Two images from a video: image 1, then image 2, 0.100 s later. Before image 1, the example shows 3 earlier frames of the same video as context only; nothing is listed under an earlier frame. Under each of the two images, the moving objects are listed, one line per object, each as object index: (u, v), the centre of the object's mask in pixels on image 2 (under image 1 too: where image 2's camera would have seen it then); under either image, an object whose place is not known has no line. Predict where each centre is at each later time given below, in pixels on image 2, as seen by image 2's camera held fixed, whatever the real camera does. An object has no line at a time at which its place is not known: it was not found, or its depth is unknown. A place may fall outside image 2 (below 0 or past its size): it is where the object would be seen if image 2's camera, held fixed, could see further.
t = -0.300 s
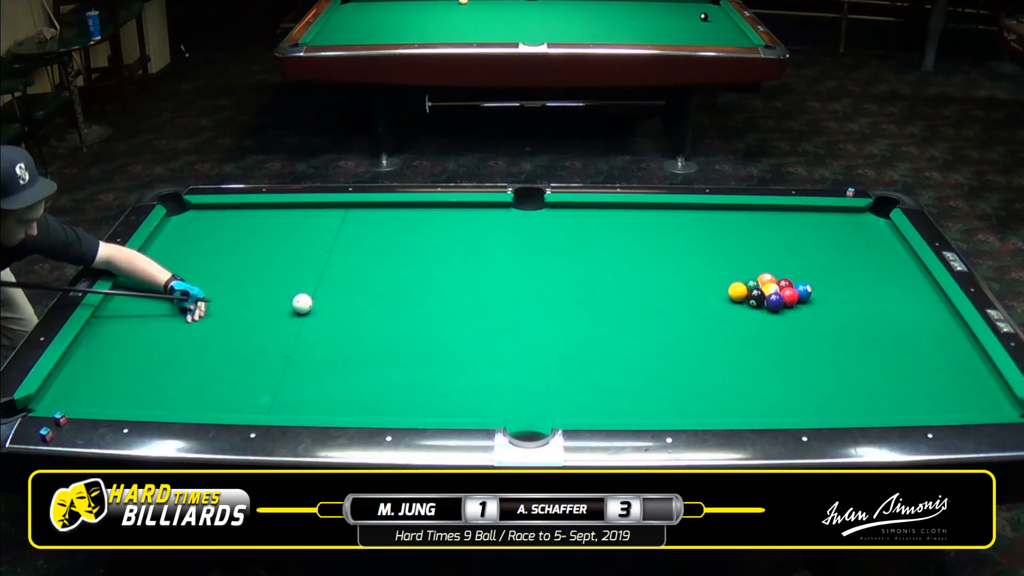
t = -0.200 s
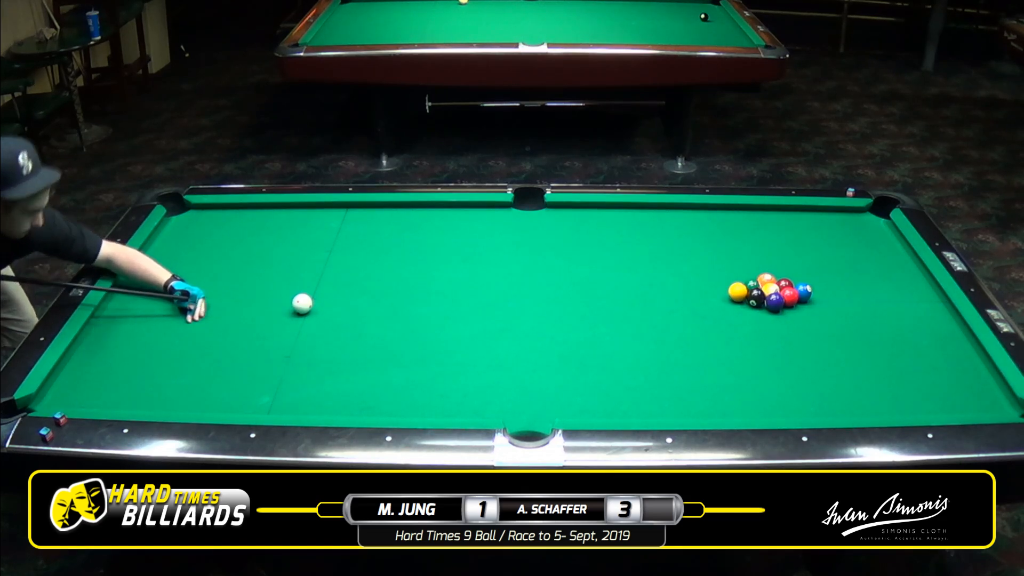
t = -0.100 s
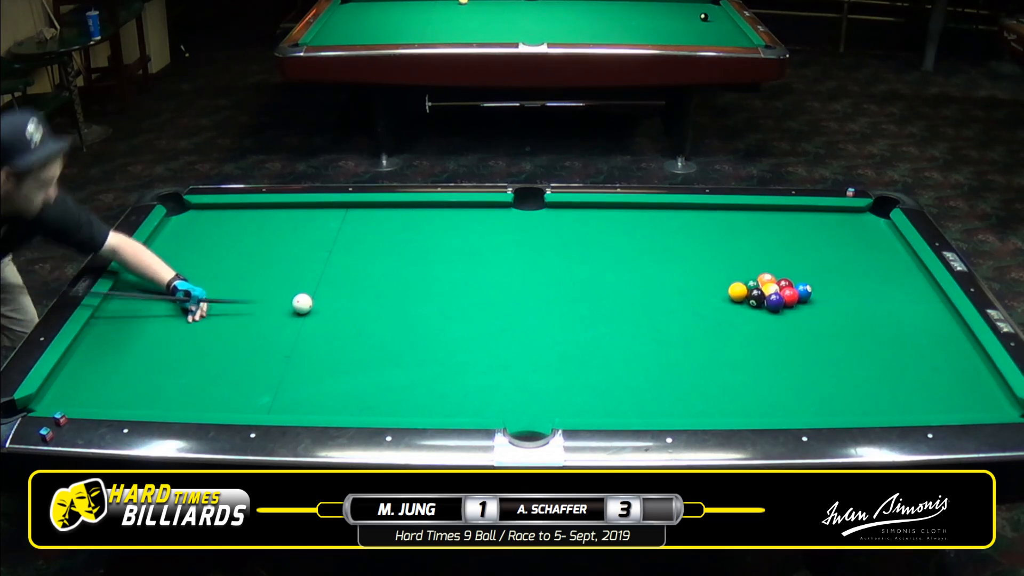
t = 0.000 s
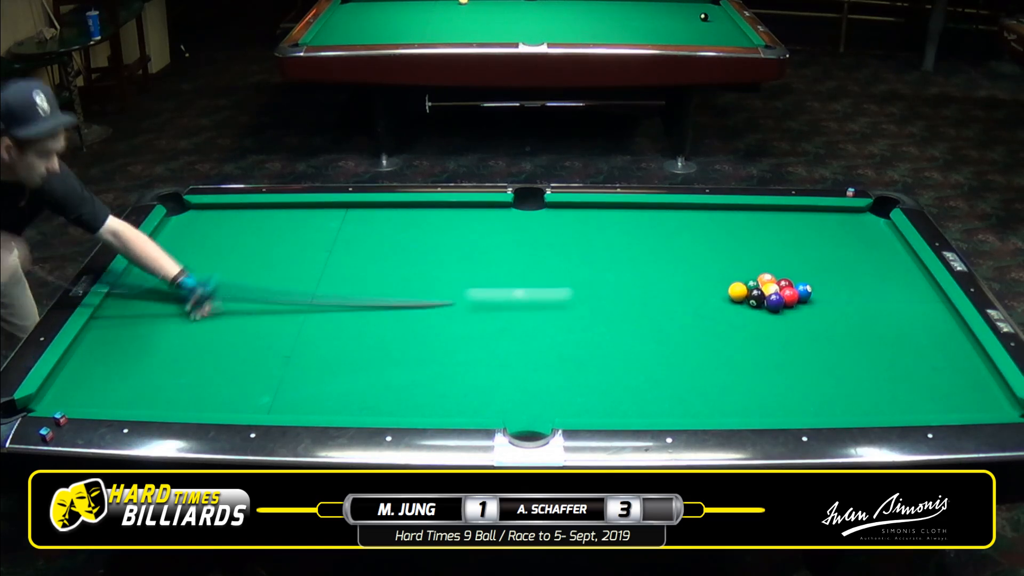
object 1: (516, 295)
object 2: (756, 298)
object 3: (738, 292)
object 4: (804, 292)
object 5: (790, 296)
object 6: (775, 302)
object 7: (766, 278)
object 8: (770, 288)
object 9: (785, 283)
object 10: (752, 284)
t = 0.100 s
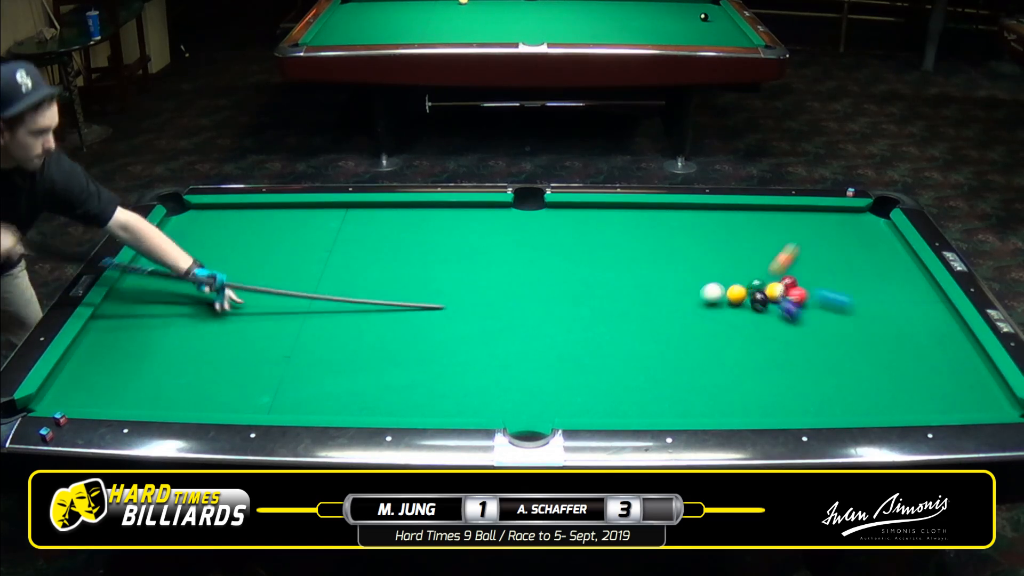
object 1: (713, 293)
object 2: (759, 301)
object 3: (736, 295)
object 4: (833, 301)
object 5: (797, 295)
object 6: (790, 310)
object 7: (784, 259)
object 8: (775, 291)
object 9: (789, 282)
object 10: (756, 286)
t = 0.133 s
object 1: (704, 296)
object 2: (762, 304)
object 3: (733, 300)
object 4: (866, 309)
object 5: (805, 296)
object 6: (804, 319)
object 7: (801, 237)
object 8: (779, 292)
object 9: (793, 281)
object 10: (760, 286)
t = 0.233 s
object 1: (683, 308)
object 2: (771, 314)
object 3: (723, 311)
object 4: (957, 334)
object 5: (826, 296)
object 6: (846, 345)
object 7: (853, 225)
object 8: (792, 291)
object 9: (802, 276)
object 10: (770, 285)
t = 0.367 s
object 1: (671, 320)
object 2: (782, 326)
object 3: (707, 327)
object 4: (929, 352)
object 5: (852, 296)
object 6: (898, 376)
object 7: (924, 277)
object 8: (807, 291)
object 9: (813, 268)
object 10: (784, 282)
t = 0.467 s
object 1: (675, 328)
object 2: (791, 335)
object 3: (695, 339)
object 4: (896, 364)
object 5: (870, 296)
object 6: (938, 402)
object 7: (924, 312)
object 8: (818, 290)
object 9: (821, 262)
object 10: (794, 281)
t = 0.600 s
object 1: (700, 337)
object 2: (803, 348)
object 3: (678, 357)
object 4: (848, 381)
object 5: (895, 296)
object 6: (956, 396)
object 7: (924, 362)
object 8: (832, 290)
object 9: (832, 254)
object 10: (807, 277)
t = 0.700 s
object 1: (732, 344)
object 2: (812, 358)
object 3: (665, 371)
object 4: (809, 395)
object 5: (912, 296)
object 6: (959, 382)
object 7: (922, 404)
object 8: (843, 289)
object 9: (839, 249)
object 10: (815, 276)
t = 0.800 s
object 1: (774, 349)
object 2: (821, 368)
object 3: (652, 384)
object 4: (768, 408)
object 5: (929, 296)
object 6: (962, 368)
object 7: (868, 386)
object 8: (853, 289)
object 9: (847, 244)
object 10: (823, 274)
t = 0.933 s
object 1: (837, 355)
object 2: (772, 365)
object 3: (632, 404)
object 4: (710, 406)
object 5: (932, 296)
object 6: (966, 351)
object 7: (855, 371)
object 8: (865, 289)
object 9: (856, 238)
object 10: (834, 271)
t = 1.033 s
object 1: (874, 351)
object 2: (728, 361)
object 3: (616, 411)
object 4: (668, 399)
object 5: (920, 296)
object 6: (968, 340)
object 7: (865, 373)
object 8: (875, 288)
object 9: (862, 233)
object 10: (841, 270)
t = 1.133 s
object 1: (909, 345)
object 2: (689, 358)
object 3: (597, 403)
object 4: (625, 391)
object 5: (909, 296)
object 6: (957, 329)
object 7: (873, 376)
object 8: (883, 288)
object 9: (868, 228)
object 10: (849, 268)
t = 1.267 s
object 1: (951, 338)
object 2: (639, 356)
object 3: (572, 392)
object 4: (568, 374)
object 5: (900, 298)
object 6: (938, 317)
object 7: (884, 379)
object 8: (889, 285)
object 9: (876, 222)
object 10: (857, 266)
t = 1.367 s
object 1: (954, 331)
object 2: (602, 353)
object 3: (555, 385)
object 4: (530, 369)
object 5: (895, 302)
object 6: (926, 308)
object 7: (891, 381)
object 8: (892, 282)
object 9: (881, 218)
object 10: (865, 264)
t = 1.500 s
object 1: (919, 320)
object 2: (551, 349)
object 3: (532, 376)
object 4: (480, 356)
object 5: (890, 306)
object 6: (909, 296)
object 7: (900, 384)
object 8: (894, 279)
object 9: (878, 214)
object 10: (872, 263)
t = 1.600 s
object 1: (902, 314)
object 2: (515, 346)
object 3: (515, 370)
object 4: (443, 347)
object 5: (879, 306)
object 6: (897, 289)
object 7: (907, 386)
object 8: (896, 274)
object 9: (872, 211)
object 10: (878, 261)
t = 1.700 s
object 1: (895, 313)
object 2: (479, 344)
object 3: (500, 364)
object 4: (410, 338)
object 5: (859, 302)
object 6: (886, 281)
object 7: (914, 388)
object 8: (898, 272)
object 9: (871, 211)
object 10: (884, 260)
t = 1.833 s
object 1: (885, 311)
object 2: (433, 340)
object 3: (479, 356)
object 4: (366, 327)
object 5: (834, 298)
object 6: (872, 270)
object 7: (922, 391)
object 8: (900, 270)
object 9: (872, 213)
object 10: (890, 257)
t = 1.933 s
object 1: (878, 310)
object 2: (399, 338)
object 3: (465, 351)
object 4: (335, 319)
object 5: (815, 295)
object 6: (861, 264)
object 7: (928, 393)
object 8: (901, 267)
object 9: (873, 215)
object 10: (895, 254)
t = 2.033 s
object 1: (872, 308)
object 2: (366, 335)
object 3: (451, 345)
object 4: (305, 311)
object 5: (797, 292)
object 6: (851, 257)
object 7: (933, 395)
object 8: (902, 265)
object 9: (874, 217)
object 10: (900, 252)
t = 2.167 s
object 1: (863, 307)
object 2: (322, 332)
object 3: (433, 338)
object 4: (268, 301)
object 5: (774, 288)
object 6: (838, 248)
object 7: (940, 397)
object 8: (903, 262)
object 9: (875, 219)
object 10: (908, 251)
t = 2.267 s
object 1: (857, 306)
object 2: (290, 330)
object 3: (421, 333)
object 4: (241, 294)
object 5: (756, 285)
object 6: (829, 242)
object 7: (944, 398)
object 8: (904, 260)
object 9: (875, 220)
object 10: (908, 249)
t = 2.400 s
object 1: (850, 305)
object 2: (250, 326)
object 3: (404, 327)
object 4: (208, 285)
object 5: (733, 281)
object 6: (817, 234)
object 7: (950, 401)
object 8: (906, 258)
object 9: (876, 221)
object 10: (900, 247)
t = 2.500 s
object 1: (845, 304)
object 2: (221, 324)
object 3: (393, 322)
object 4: (185, 278)
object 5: (717, 279)
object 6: (809, 228)
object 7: (954, 402)
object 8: (907, 257)
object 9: (876, 223)
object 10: (897, 247)
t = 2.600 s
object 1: (840, 303)
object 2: (194, 322)
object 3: (382, 318)
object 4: (163, 272)
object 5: (701, 276)
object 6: (800, 223)
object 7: (958, 403)
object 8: (907, 257)
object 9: (876, 224)
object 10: (897, 247)
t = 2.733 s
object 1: (834, 301)
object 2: (158, 318)
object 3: (367, 313)
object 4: (136, 264)
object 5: (679, 273)
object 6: (790, 216)
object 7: (963, 404)
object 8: (908, 256)
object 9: (877, 225)
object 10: (893, 246)
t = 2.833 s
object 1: (829, 301)
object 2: (133, 316)
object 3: (357, 309)
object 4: (156, 258)
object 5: (664, 270)
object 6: (782, 211)
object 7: (967, 405)
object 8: (909, 256)
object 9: (877, 226)
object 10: (891, 245)
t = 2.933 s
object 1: (825, 300)
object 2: (109, 314)
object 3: (347, 305)
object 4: (175, 252)
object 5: (649, 268)
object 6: (778, 211)
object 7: (970, 405)
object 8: (909, 256)
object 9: (877, 227)
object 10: (888, 244)
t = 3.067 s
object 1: (820, 299)
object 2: (118, 312)
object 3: (335, 300)
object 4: (199, 245)
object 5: (630, 264)
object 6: (775, 215)
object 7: (975, 406)
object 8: (910, 255)
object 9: (877, 227)
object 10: (884, 242)
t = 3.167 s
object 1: (816, 298)
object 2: (136, 311)
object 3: (325, 296)
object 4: (218, 239)
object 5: (615, 262)
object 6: (773, 218)
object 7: (976, 406)
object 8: (910, 255)
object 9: (877, 227)
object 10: (882, 241)
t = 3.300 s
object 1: (812, 297)
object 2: (159, 310)
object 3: (314, 292)
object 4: (241, 233)
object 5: (596, 259)
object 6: (770, 222)
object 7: (976, 405)
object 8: (910, 255)
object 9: (877, 226)
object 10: (880, 239)
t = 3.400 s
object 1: (810, 297)
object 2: (176, 309)
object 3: (306, 289)
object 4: (258, 228)
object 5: (584, 257)
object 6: (768, 225)
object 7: (976, 405)
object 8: (910, 255)
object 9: (877, 226)
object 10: (878, 239)
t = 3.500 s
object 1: (807, 296)
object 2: (192, 308)
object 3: (298, 286)
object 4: (275, 223)
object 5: (570, 255)
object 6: (765, 228)
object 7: (975, 405)
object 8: (910, 255)
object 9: (878, 226)
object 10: (877, 238)
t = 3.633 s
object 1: (804, 296)
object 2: (214, 307)
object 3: (288, 282)
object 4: (296, 216)
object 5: (553, 252)
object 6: (762, 232)
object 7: (976, 405)
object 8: (910, 255)
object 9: (878, 226)
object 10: (875, 237)
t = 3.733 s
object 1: (802, 295)
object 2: (231, 306)
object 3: (281, 279)
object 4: (311, 212)
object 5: (541, 250)
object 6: (760, 235)
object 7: (976, 405)
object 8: (910, 255)
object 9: (879, 227)
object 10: (874, 237)
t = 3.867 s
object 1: (800, 295)
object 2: (253, 304)
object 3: (272, 276)
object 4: (331, 207)
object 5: (526, 248)
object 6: (758, 238)
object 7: (976, 406)
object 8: (910, 255)
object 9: (879, 227)
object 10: (873, 236)
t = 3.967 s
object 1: (799, 295)
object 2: (268, 303)
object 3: (266, 273)
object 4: (341, 208)
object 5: (514, 246)
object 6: (756, 241)
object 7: (976, 405)
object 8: (910, 255)
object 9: (879, 227)
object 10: (873, 236)
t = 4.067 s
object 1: (798, 294)
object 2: (284, 302)
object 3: (260, 271)
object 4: (350, 210)
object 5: (503, 245)
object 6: (754, 243)
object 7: (976, 406)
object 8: (910, 255)
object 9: (879, 227)
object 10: (873, 236)
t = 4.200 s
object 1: (797, 294)
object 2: (304, 301)
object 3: (252, 268)
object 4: (360, 214)
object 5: (489, 242)
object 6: (751, 247)
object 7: (976, 405)
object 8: (910, 255)
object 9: (879, 227)
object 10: (873, 236)
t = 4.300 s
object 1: (796, 294)
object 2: (319, 300)
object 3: (246, 266)
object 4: (370, 217)
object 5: (479, 241)
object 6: (750, 249)
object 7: (976, 405)
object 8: (910, 255)
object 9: (879, 227)
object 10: (873, 236)
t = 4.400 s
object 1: (796, 294)
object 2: (333, 299)
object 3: (241, 264)
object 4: (377, 219)
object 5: (469, 239)
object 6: (748, 252)
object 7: (976, 405)
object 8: (910, 255)
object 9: (879, 227)
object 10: (872, 236)
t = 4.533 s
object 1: (796, 294)
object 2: (352, 298)
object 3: (234, 261)
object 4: (389, 223)
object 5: (457, 237)
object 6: (746, 255)
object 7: (976, 405)
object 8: (910, 255)
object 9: (879, 227)
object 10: (873, 236)
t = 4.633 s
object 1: (796, 294)
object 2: (366, 297)
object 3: (230, 259)
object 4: (397, 225)
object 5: (447, 236)
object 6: (745, 257)
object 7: (976, 405)
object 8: (910, 255)
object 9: (879, 227)
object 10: (873, 236)
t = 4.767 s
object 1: (796, 294)
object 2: (384, 296)
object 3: (224, 257)
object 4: (407, 228)
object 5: (436, 234)
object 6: (743, 260)
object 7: (976, 405)
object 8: (910, 255)
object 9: (879, 227)
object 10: (872, 236)
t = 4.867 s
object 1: (796, 294)
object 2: (397, 295)
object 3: (219, 255)
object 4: (411, 230)
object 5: (431, 233)
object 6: (741, 262)
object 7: (976, 405)
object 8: (910, 255)
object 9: (879, 227)
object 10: (872, 236)
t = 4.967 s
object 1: (796, 294)
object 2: (410, 294)
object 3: (215, 254)
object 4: (408, 230)
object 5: (435, 234)
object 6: (740, 264)
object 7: (976, 405)
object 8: (910, 255)
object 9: (879, 227)
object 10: (872, 236)
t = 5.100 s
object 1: (796, 294)
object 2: (425, 293)
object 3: (210, 252)
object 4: (403, 230)
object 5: (439, 235)
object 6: (739, 266)
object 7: (976, 405)
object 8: (910, 255)
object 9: (879, 227)
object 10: (873, 236)
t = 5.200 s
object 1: (796, 294)
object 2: (438, 292)
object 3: (206, 251)
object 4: (399, 230)
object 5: (442, 235)
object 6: (738, 268)
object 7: (976, 405)
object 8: (910, 255)
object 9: (879, 227)
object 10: (873, 236)
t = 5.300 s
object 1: (796, 294)
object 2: (449, 292)
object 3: (203, 250)
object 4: (396, 230)
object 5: (445, 236)
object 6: (737, 269)
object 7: (976, 405)
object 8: (910, 255)
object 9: (879, 227)
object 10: (873, 236)
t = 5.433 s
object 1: (796, 294)
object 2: (463, 290)
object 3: (199, 248)
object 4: (392, 230)
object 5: (448, 237)
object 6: (736, 271)
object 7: (976, 405)
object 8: (910, 255)
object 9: (879, 227)
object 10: (873, 236)
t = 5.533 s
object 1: (796, 294)
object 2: (474, 290)
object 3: (196, 247)
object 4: (390, 230)
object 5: (450, 237)
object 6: (735, 273)
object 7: (976, 405)
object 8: (910, 255)
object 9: (879, 227)
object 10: (873, 236)
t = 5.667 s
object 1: (796, 294)
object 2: (488, 289)
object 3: (193, 245)
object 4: (386, 230)
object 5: (453, 238)
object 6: (734, 274)
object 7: (976, 405)
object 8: (910, 255)
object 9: (879, 227)
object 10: (873, 236)
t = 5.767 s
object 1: (796, 294)
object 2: (498, 288)
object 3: (191, 244)
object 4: (384, 230)
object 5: (455, 238)
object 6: (733, 275)
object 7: (976, 405)
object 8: (910, 255)
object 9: (879, 227)
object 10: (873, 236)
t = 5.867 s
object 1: (796, 294)
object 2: (508, 288)
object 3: (188, 243)
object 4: (382, 231)
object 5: (455, 239)
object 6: (733, 276)
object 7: (976, 405)
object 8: (910, 255)
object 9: (879, 227)
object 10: (873, 236)
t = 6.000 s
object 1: (796, 294)
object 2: (520, 287)
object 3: (186, 243)
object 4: (379, 231)
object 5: (457, 240)
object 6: (732, 278)
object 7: (976, 405)
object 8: (910, 255)
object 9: (879, 227)
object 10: (873, 236)
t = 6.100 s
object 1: (796, 294)
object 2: (529, 286)
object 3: (184, 242)
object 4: (379, 231)
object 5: (458, 240)
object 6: (732, 278)
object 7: (976, 405)
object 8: (910, 255)
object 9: (879, 227)
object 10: (872, 236)
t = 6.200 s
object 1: (796, 294)
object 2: (537, 285)
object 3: (182, 241)
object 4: (378, 231)
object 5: (458, 240)
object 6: (731, 279)
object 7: (976, 405)
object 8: (910, 255)
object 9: (879, 227)
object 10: (872, 236)
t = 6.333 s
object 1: (796, 294)
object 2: (548, 285)
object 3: (180, 240)
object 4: (377, 230)
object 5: (459, 241)
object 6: (730, 280)
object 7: (976, 405)
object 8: (910, 255)
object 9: (879, 227)
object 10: (873, 236)
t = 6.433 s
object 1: (796, 294)
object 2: (556, 284)
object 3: (179, 240)
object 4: (376, 230)
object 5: (459, 241)
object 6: (730, 280)
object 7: (976, 406)
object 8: (910, 255)
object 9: (879, 227)
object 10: (872, 236)
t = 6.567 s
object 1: (796, 294)
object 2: (566, 284)
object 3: (178, 239)
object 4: (376, 230)
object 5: (459, 241)
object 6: (730, 280)
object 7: (976, 406)
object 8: (910, 255)
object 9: (879, 227)
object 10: (873, 236)
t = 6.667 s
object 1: (796, 294)
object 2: (573, 284)
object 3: (177, 239)
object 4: (376, 230)
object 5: (459, 241)
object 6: (730, 280)
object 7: (976, 406)
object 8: (910, 255)
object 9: (879, 227)
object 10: (873, 236)
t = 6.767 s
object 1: (796, 294)
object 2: (579, 283)
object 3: (176, 239)
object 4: (376, 230)
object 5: (459, 241)
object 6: (730, 280)
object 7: (976, 405)
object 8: (910, 255)
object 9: (879, 227)
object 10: (872, 236)
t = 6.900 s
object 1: (796, 294)
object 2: (588, 282)
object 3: (176, 238)
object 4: (377, 230)
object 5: (461, 240)
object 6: (730, 280)
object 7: (976, 405)
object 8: (911, 255)
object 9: (879, 227)
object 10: (873, 236)
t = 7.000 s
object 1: (796, 294)
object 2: (594, 282)
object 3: (175, 238)
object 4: (376, 230)
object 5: (460, 240)
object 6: (730, 280)
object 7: (976, 405)
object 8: (910, 255)
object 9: (879, 227)
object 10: (873, 236)
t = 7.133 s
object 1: (796, 294)
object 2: (601, 282)
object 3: (175, 238)
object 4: (376, 230)
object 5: (459, 241)
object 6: (730, 280)
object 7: (976, 405)
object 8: (910, 255)
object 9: (879, 227)
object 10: (873, 236)
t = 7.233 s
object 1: (796, 294)
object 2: (606, 281)
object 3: (175, 238)
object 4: (376, 230)
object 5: (459, 241)
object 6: (730, 280)
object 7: (976, 405)
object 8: (910, 255)
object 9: (879, 227)
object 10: (873, 236)
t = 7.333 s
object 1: (796, 294)
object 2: (611, 281)
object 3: (175, 238)
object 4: (376, 230)
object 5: (459, 241)
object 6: (730, 280)
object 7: (976, 405)
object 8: (910, 255)
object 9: (879, 227)
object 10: (873, 236)
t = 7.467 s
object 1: (796, 294)
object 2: (618, 280)
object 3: (175, 238)
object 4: (376, 230)
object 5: (459, 241)
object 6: (730, 280)
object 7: (976, 405)
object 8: (910, 255)
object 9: (879, 227)
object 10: (872, 236)
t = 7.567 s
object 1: (796, 294)
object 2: (622, 280)
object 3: (175, 238)
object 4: (376, 230)
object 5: (459, 241)
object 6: (730, 280)
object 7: (976, 405)
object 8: (910, 255)
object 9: (879, 227)
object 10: (873, 236)
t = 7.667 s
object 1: (796, 294)
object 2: (626, 280)
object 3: (175, 238)
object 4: (376, 230)
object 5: (459, 241)
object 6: (730, 280)
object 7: (976, 405)
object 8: (910, 255)
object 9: (879, 227)
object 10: (873, 236)
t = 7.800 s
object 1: (796, 294)
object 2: (631, 280)
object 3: (175, 238)
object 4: (376, 230)
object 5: (459, 241)
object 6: (730, 280)
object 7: (976, 406)
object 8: (910, 255)
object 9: (879, 227)
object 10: (873, 236)
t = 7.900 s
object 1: (796, 294)
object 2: (634, 280)
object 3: (175, 238)
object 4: (376, 230)
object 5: (459, 241)
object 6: (730, 280)
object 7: (976, 405)
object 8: (910, 255)
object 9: (879, 227)
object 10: (873, 236)
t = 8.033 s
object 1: (796, 294)
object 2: (638, 280)
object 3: (175, 238)
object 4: (376, 230)
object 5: (459, 241)
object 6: (730, 280)
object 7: (976, 405)
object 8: (910, 255)
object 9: (879, 227)
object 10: (873, 236)
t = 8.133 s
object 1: (796, 294)
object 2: (640, 279)
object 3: (175, 238)
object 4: (376, 230)
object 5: (459, 241)
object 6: (730, 280)
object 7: (976, 405)
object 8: (910, 255)
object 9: (879, 227)
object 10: (873, 236)
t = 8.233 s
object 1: (796, 294)
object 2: (642, 279)
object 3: (175, 238)
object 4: (376, 230)
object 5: (459, 241)
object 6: (730, 280)
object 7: (976, 405)
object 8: (910, 255)
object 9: (879, 227)
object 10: (873, 236)
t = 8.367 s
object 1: (796, 294)
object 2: (645, 279)
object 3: (175, 238)
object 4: (376, 230)
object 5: (459, 241)
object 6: (730, 280)
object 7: (976, 405)
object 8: (910, 255)
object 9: (879, 227)
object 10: (873, 236)
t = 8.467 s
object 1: (796, 294)
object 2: (647, 279)
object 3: (175, 238)
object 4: (376, 230)
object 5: (459, 241)
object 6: (730, 280)
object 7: (976, 405)
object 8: (910, 255)
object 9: (879, 227)
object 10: (873, 236)
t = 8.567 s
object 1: (796, 294)
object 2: (648, 279)
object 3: (175, 238)
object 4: (376, 230)
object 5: (459, 241)
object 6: (730, 280)
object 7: (976, 405)
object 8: (910, 255)
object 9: (879, 227)
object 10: (873, 236)
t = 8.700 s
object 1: (796, 294)
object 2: (649, 279)
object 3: (175, 238)
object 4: (377, 230)
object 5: (459, 241)
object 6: (730, 280)
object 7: (976, 405)
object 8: (910, 255)
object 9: (879, 227)
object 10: (873, 236)
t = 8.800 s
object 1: (796, 294)
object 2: (650, 279)
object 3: (175, 238)
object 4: (377, 230)
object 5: (459, 241)
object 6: (730, 280)
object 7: (976, 405)
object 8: (910, 255)
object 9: (879, 227)
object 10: (873, 236)
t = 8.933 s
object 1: (796, 294)
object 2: (650, 279)
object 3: (175, 238)
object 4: (376, 230)
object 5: (459, 241)
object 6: (730, 280)
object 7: (976, 405)
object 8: (910, 255)
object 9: (879, 227)
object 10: (873, 236)
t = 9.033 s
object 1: (796, 294)
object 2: (650, 279)
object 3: (175, 238)
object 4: (376, 230)
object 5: (459, 241)
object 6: (730, 280)
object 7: (976, 405)
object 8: (910, 255)
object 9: (879, 227)
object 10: (873, 236)
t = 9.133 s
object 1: (796, 294)
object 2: (650, 279)
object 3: (175, 238)
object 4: (377, 230)
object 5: (459, 241)
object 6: (730, 280)
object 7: (976, 405)
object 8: (910, 255)
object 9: (879, 227)
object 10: (873, 236)
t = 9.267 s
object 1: (796, 294)
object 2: (649, 279)
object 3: (175, 238)
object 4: (376, 230)
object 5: (459, 241)
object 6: (730, 280)
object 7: (976, 405)
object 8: (910, 255)
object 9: (879, 227)
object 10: (873, 236)
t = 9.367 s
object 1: (796, 294)
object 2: (649, 279)
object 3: (175, 238)
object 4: (377, 230)
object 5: (459, 241)
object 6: (730, 280)
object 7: (976, 405)
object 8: (910, 255)
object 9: (879, 227)
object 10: (873, 236)
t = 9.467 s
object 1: (796, 294)
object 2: (649, 279)
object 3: (175, 238)
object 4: (377, 230)
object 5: (459, 241)
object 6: (730, 280)
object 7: (976, 405)
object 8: (910, 255)
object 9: (879, 227)
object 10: (873, 236)
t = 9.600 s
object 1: (796, 294)
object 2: (649, 279)
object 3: (175, 238)
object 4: (376, 230)
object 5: (459, 241)
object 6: (730, 280)
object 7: (976, 405)
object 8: (910, 255)
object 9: (879, 227)
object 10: (873, 236)
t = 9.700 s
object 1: (796, 294)
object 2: (649, 279)
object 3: (175, 238)
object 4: (377, 230)
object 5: (459, 241)
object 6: (730, 280)
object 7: (976, 405)
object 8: (910, 255)
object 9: (879, 227)
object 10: (873, 236)
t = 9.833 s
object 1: (796, 294)
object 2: (649, 279)
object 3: (175, 238)
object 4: (376, 230)
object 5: (459, 241)
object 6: (730, 280)
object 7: (976, 405)
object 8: (910, 255)
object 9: (879, 227)
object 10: (873, 236)
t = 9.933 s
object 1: (796, 294)
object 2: (649, 279)
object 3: (175, 238)
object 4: (376, 230)
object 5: (459, 241)
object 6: (730, 280)
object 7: (976, 405)
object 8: (910, 255)
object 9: (879, 227)
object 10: (872, 236)
